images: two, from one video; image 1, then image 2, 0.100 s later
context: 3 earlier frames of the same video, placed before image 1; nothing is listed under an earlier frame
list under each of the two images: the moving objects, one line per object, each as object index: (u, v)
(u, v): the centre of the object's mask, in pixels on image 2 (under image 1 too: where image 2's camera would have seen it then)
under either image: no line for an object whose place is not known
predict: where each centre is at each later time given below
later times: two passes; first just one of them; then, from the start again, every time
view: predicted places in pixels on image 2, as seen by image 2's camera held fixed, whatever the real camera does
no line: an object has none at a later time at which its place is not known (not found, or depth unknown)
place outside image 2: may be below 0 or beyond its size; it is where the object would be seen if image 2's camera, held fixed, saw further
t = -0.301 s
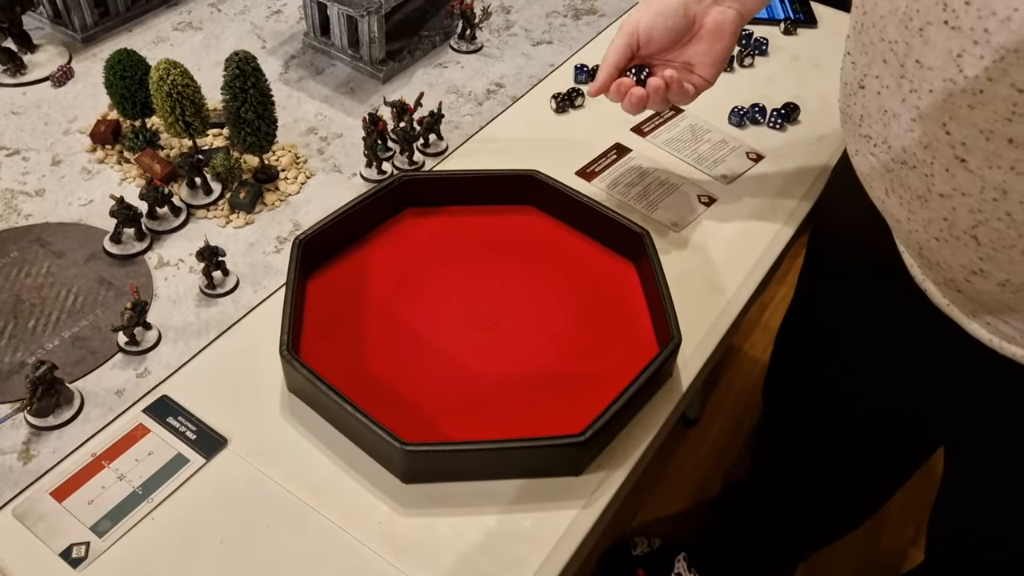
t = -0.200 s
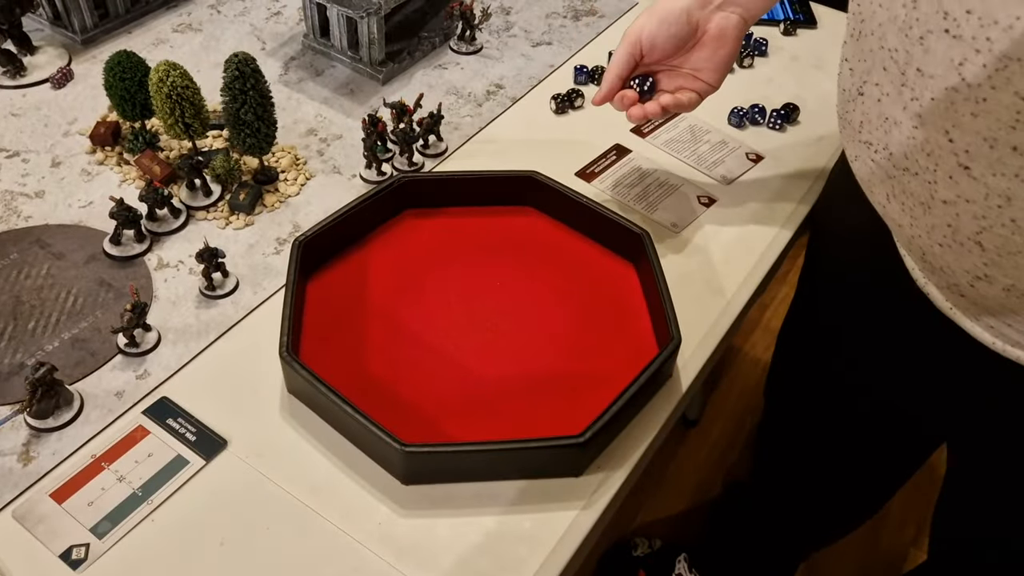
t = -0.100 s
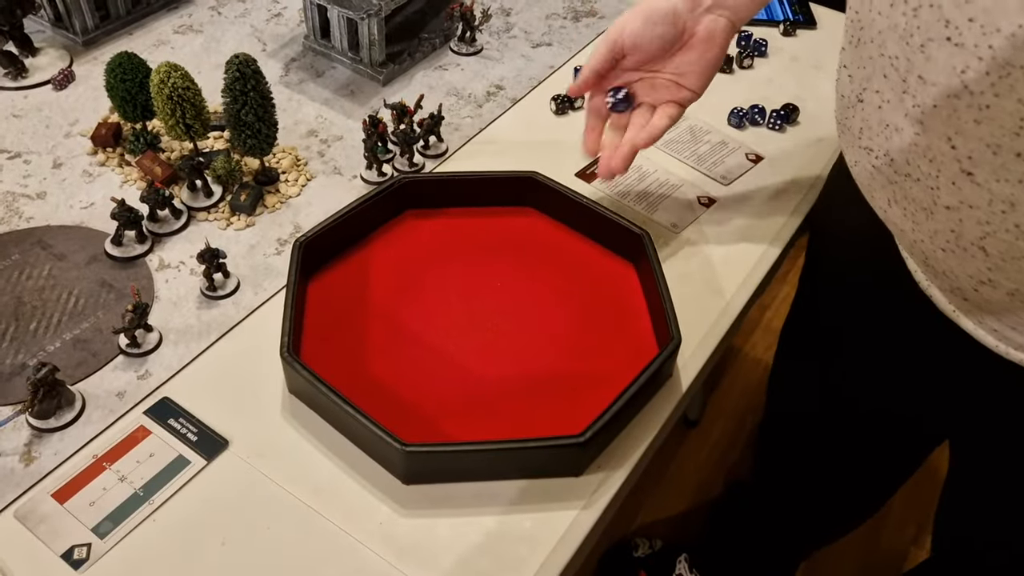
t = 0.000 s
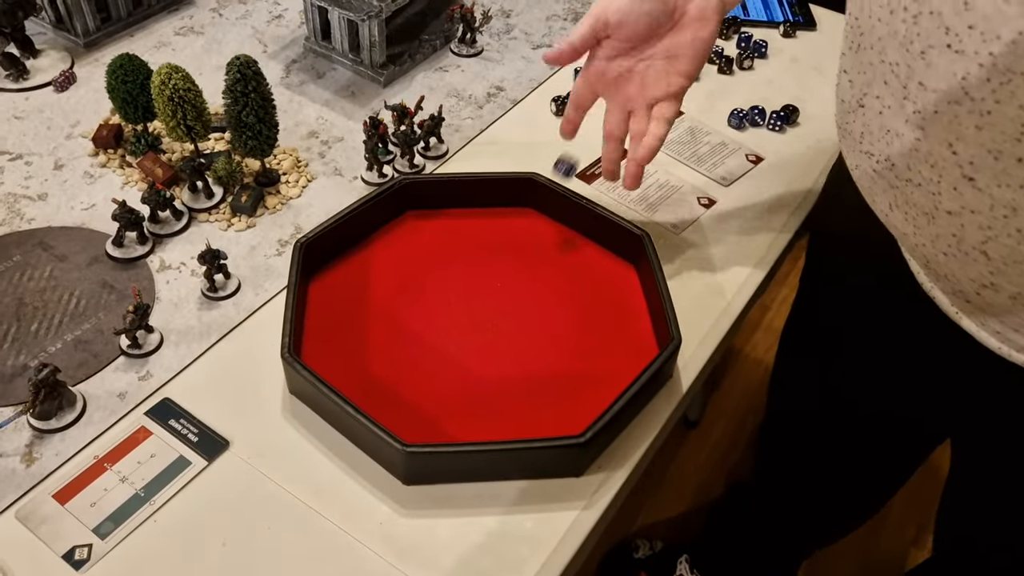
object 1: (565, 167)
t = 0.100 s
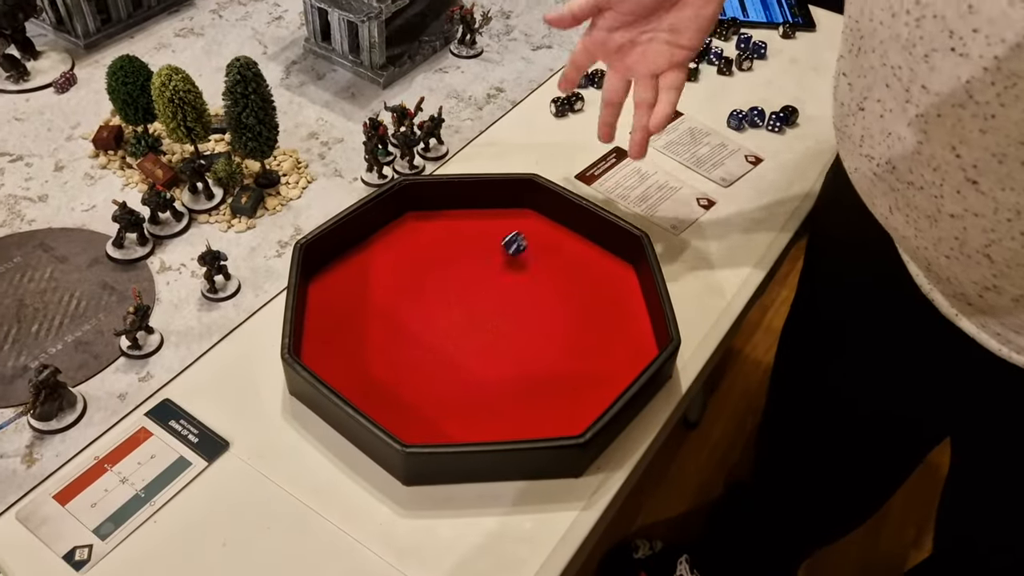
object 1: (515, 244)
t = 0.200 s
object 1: (470, 289)
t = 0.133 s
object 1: (499, 264)
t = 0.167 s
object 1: (485, 273)
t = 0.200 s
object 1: (470, 289)
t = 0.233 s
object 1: (456, 300)
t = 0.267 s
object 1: (440, 313)
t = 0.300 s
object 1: (425, 325)
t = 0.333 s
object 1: (411, 334)
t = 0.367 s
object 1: (399, 347)
